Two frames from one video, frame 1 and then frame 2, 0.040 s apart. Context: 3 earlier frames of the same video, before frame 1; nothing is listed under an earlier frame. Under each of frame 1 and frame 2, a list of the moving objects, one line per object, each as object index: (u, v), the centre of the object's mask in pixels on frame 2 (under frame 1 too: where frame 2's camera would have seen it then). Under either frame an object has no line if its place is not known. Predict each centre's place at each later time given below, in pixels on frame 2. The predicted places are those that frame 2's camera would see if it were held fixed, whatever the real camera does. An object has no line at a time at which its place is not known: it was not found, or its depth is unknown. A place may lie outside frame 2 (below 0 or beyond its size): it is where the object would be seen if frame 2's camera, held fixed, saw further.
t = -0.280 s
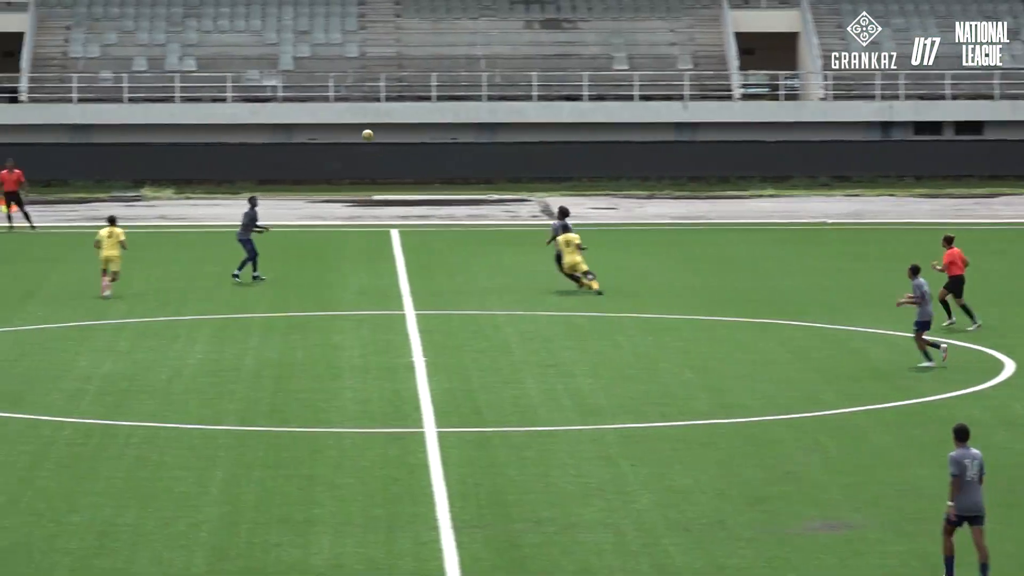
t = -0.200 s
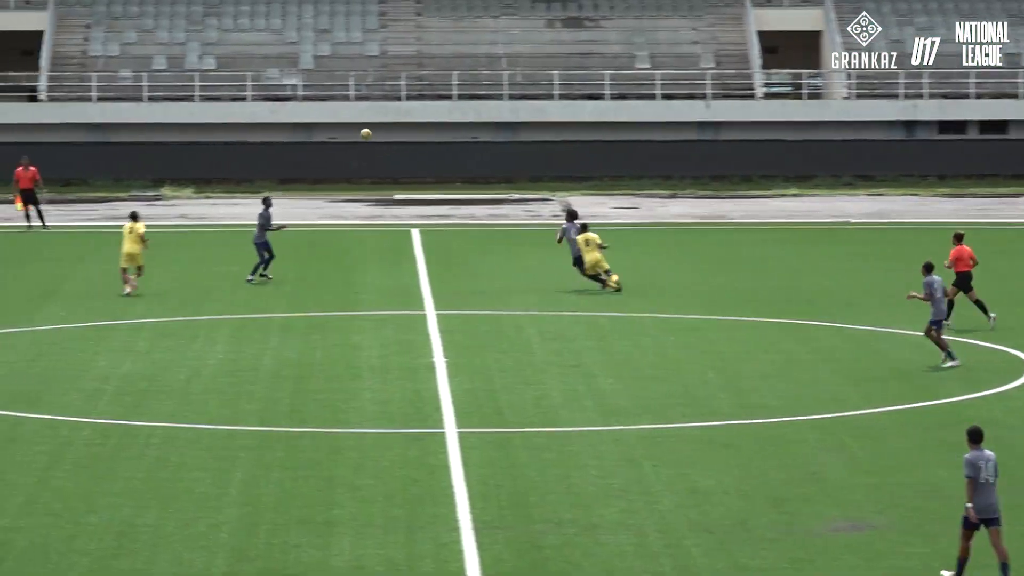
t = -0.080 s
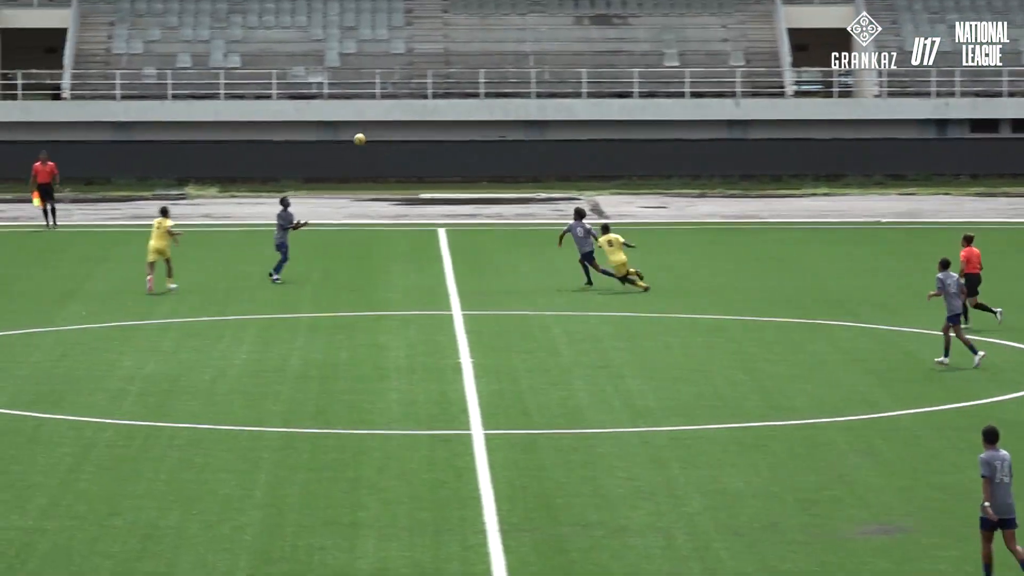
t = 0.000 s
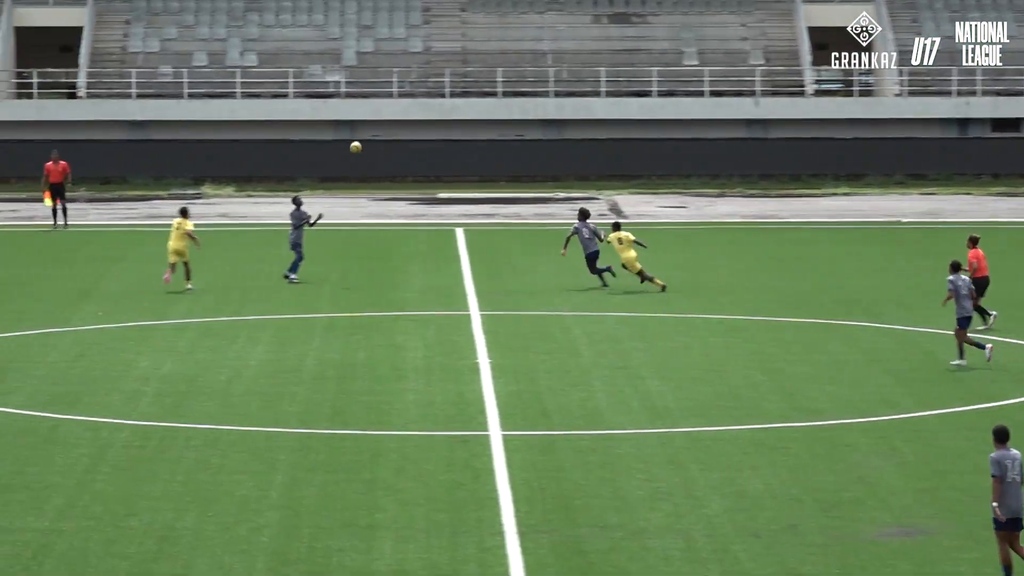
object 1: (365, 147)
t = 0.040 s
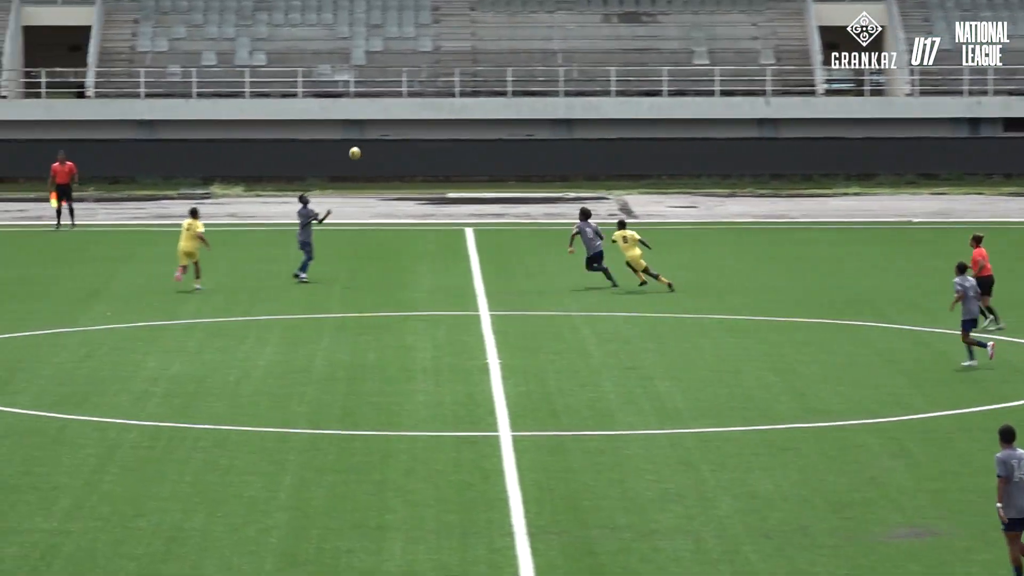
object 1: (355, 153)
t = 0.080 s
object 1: (344, 159)
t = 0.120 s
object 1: (333, 166)
